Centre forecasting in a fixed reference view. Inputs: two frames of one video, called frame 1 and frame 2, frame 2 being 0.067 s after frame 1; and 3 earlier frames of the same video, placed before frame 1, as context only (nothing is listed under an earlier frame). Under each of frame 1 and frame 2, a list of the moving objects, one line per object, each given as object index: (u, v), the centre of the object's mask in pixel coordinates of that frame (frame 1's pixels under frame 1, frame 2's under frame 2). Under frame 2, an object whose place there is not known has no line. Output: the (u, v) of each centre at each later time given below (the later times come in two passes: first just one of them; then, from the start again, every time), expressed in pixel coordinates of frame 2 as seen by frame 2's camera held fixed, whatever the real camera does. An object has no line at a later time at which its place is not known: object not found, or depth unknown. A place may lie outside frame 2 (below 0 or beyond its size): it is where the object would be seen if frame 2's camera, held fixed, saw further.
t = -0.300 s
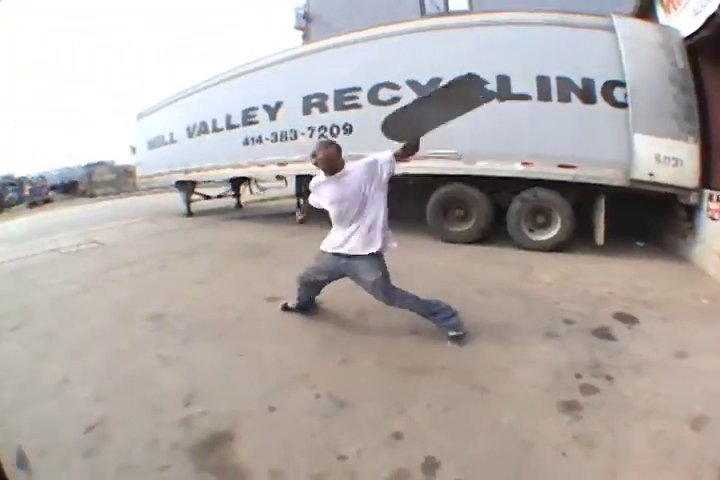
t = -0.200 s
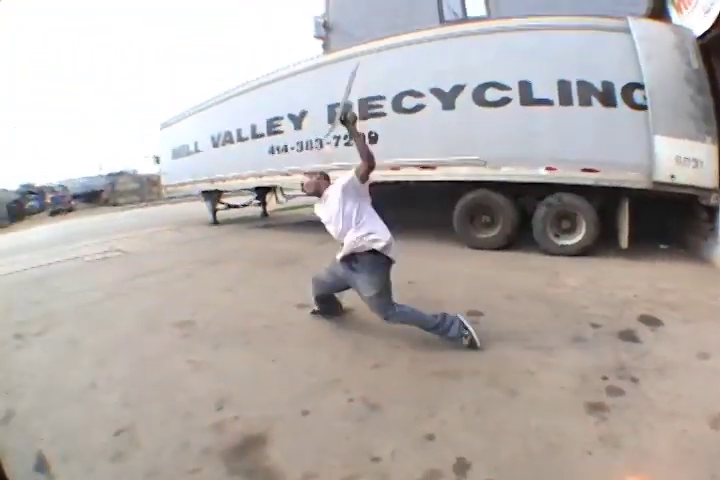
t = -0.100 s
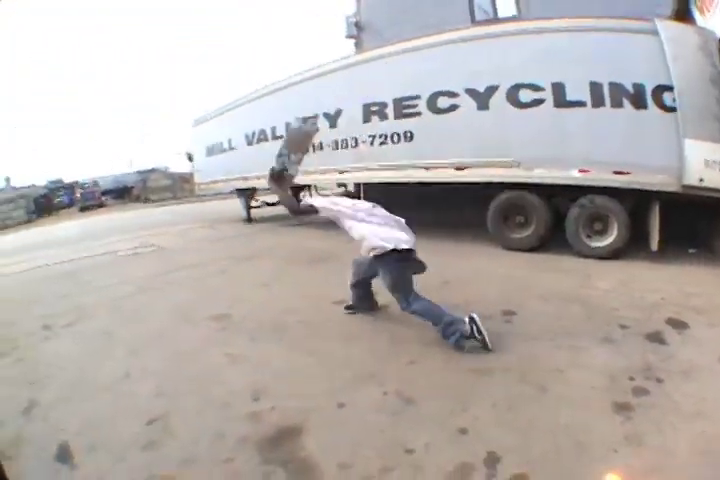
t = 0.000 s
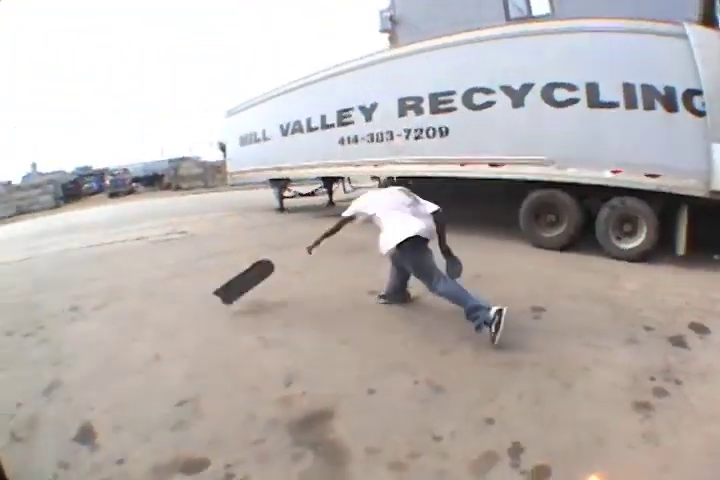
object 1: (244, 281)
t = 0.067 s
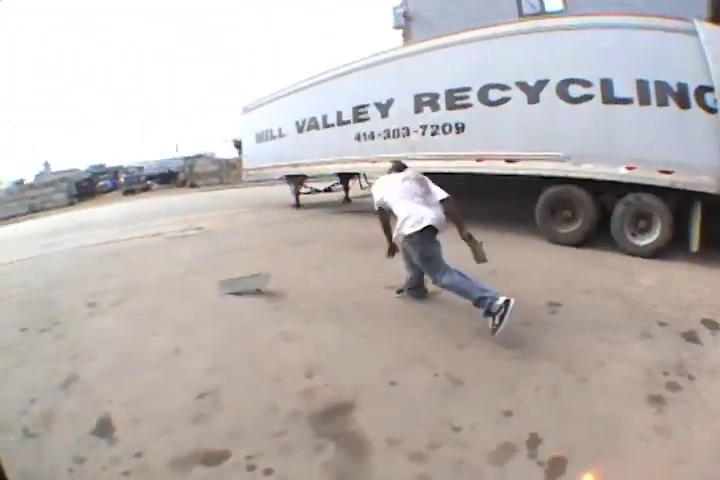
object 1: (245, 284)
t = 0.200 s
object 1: (212, 265)
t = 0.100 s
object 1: (235, 277)
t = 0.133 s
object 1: (229, 273)
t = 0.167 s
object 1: (217, 273)
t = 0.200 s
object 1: (212, 265)
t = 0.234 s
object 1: (208, 262)
